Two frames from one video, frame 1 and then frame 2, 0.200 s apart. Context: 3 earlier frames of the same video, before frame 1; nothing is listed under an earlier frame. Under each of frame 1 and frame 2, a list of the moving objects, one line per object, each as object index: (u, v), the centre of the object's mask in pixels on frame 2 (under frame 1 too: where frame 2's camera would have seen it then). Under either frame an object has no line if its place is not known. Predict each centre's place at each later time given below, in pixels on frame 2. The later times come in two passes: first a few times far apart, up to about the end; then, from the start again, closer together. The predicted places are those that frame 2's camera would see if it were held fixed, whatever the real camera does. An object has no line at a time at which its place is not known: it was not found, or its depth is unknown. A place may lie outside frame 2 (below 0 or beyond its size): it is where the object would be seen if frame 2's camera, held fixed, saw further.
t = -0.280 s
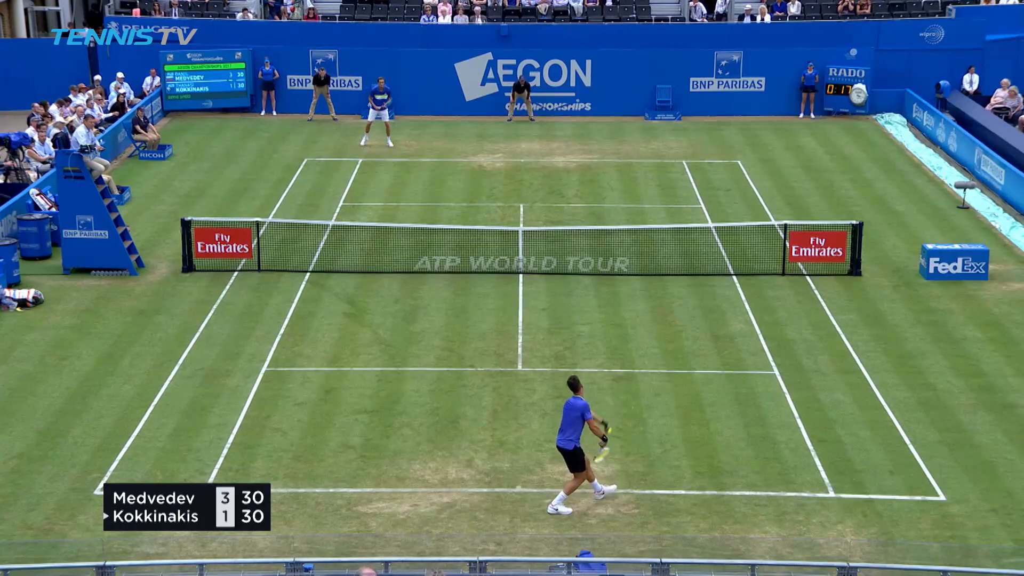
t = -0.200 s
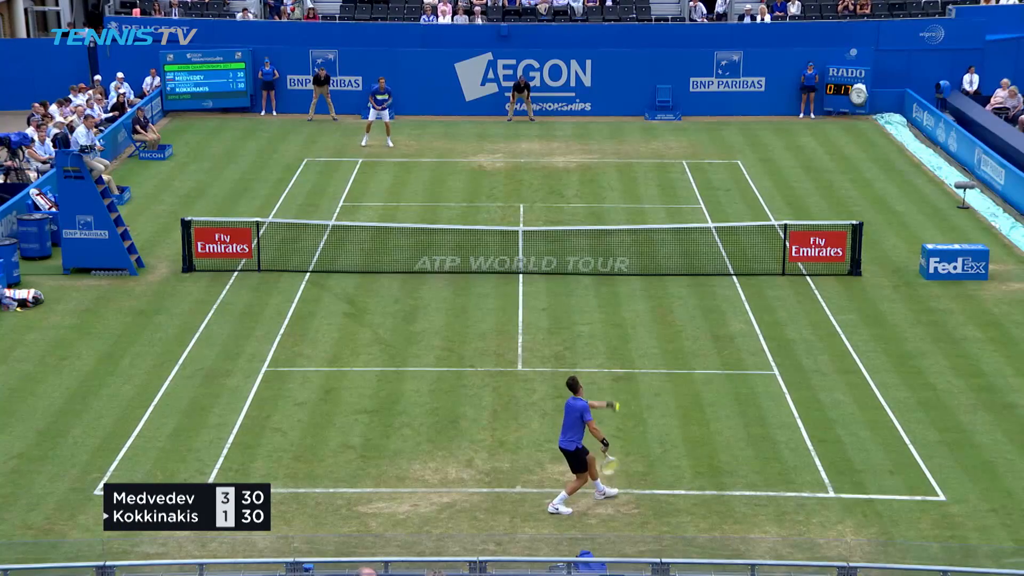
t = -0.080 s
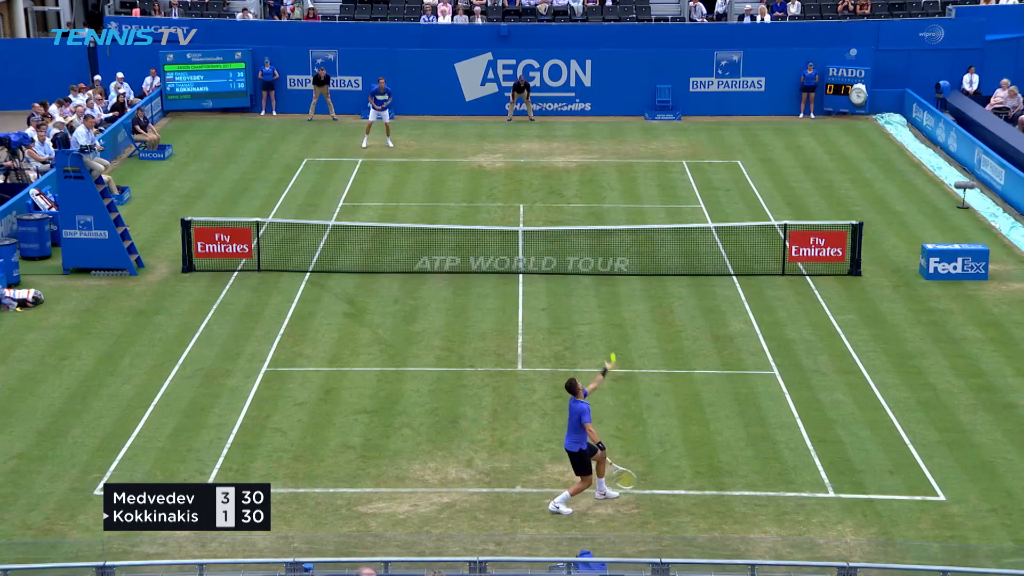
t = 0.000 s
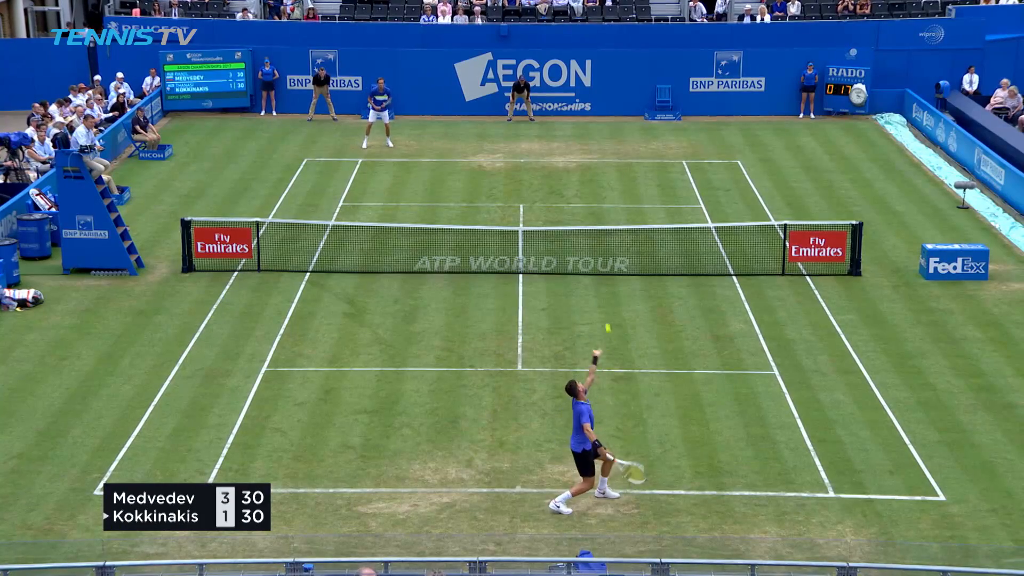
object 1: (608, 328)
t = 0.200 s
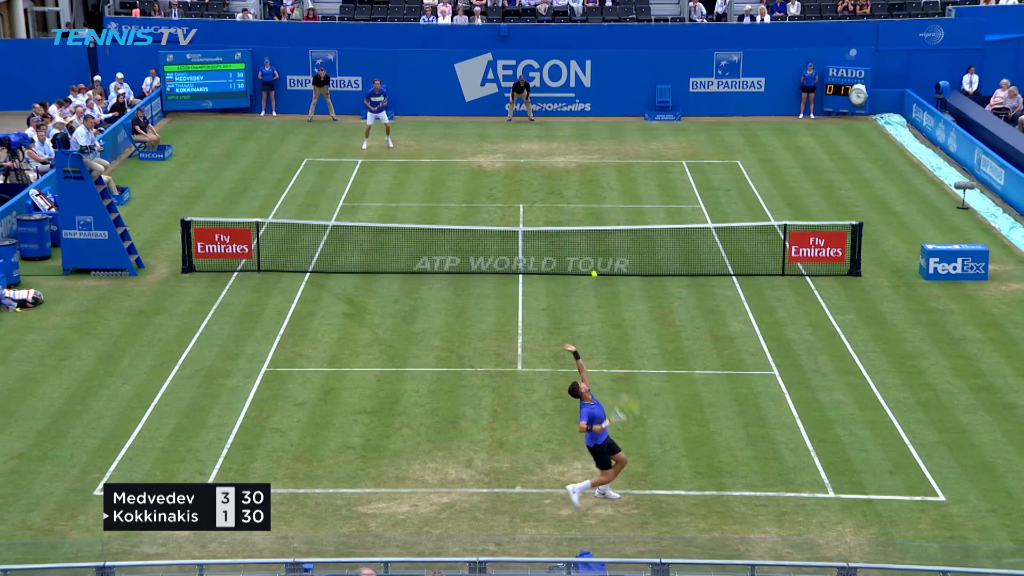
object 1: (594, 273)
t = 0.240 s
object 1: (591, 267)
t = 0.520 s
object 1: (572, 249)
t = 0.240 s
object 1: (591, 267)
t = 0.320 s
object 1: (585, 256)
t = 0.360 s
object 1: (583, 252)
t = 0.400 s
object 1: (580, 249)
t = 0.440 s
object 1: (577, 248)
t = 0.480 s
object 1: (574, 248)
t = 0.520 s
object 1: (572, 249)
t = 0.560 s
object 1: (568, 251)
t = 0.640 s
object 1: (563, 259)
